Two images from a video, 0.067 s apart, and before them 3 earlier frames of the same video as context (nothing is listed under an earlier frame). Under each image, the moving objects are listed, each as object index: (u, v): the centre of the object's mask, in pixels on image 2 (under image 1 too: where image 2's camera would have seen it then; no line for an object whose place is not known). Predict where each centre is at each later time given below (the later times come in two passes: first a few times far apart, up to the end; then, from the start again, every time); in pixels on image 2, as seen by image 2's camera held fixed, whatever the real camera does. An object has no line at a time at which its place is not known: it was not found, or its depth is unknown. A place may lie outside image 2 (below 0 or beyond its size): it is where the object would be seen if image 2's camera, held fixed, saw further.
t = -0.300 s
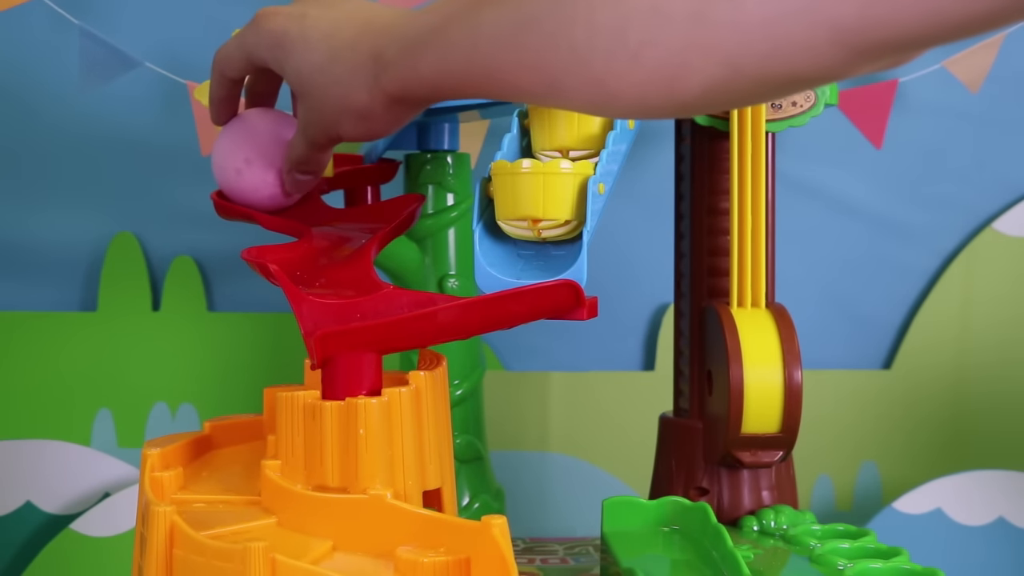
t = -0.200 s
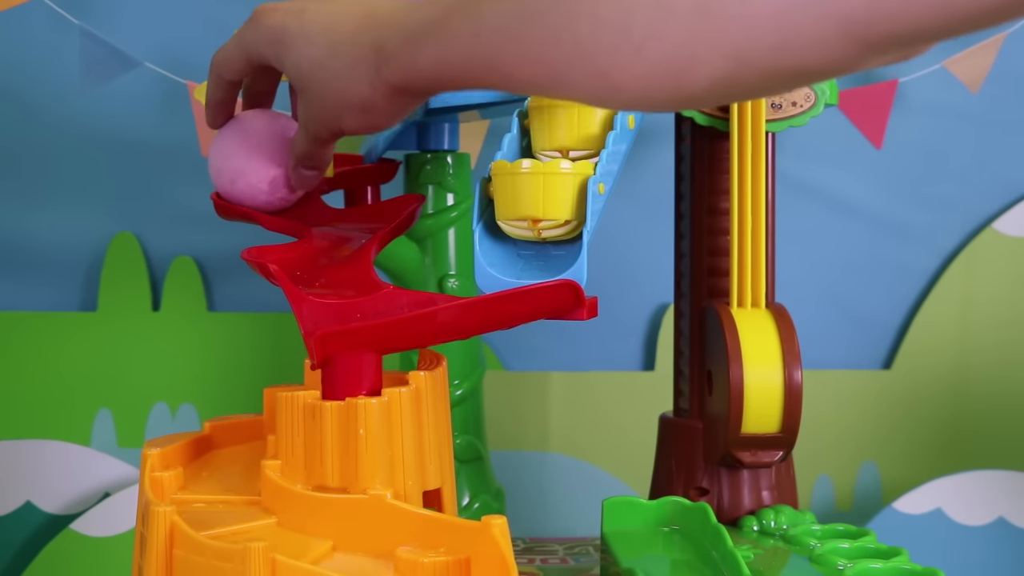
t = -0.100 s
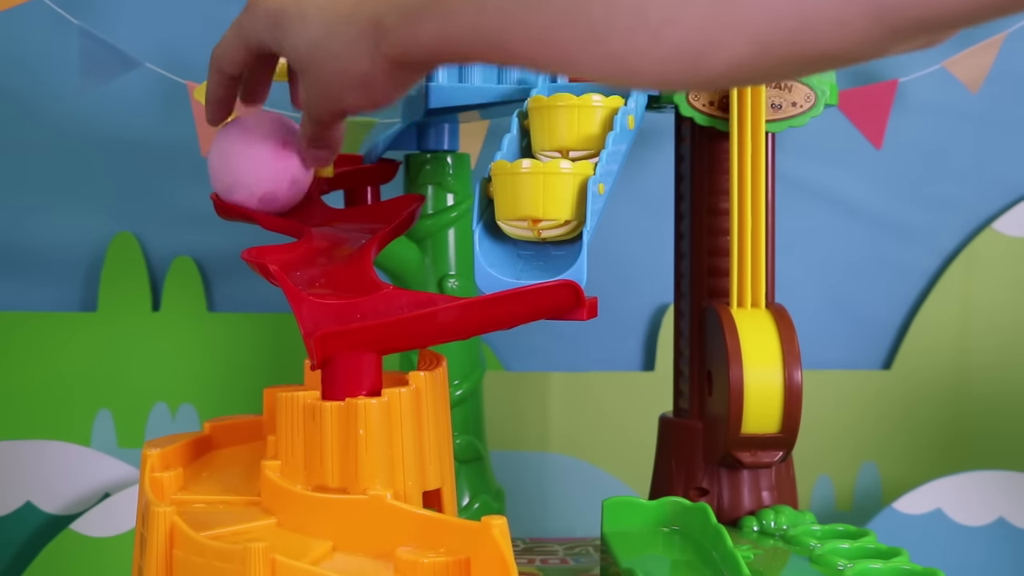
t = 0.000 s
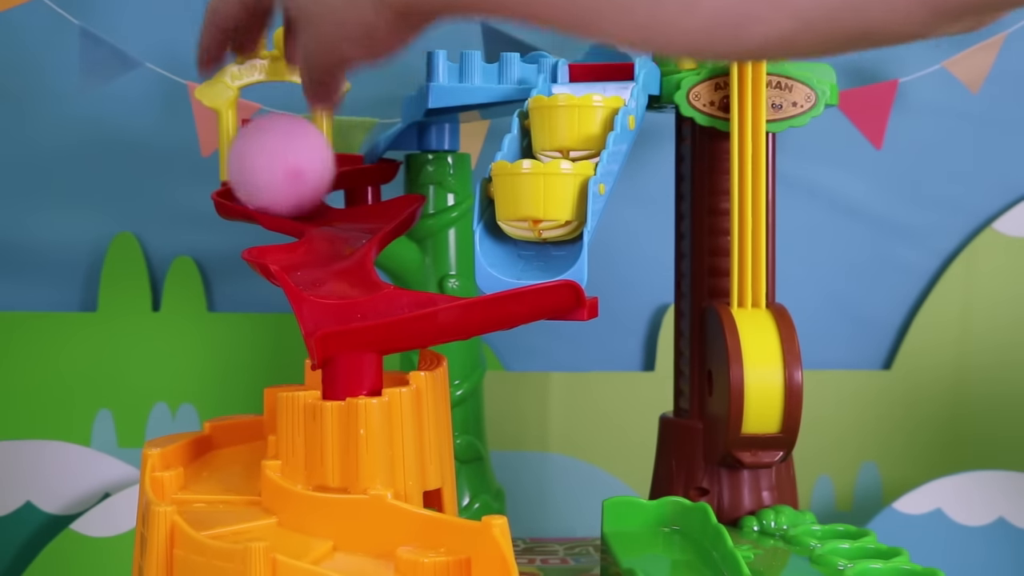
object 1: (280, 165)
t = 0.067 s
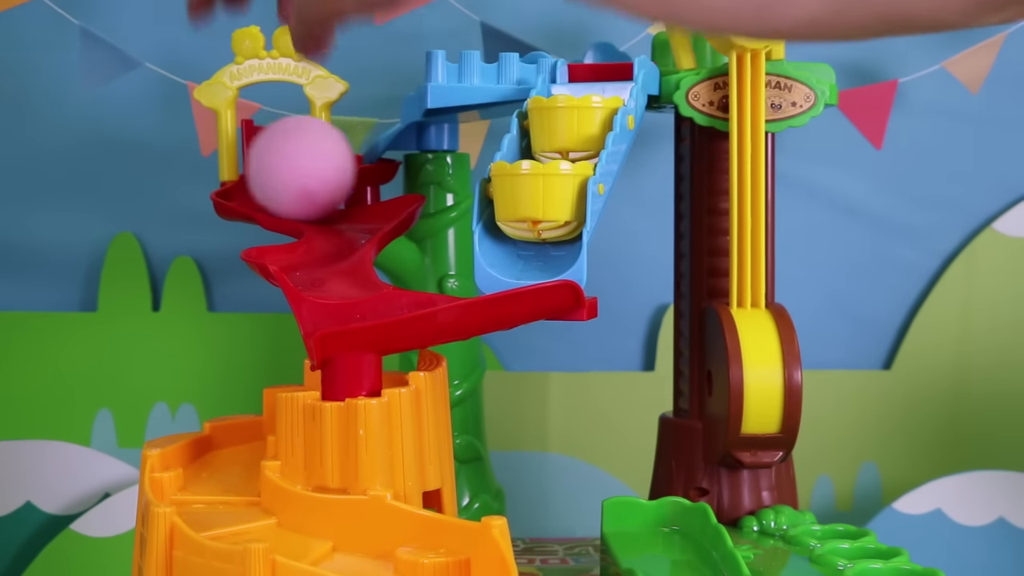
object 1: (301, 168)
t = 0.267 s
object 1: (366, 178)
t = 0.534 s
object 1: (306, 213)
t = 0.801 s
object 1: (360, 267)
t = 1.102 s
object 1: (252, 325)
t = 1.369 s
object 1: (241, 472)
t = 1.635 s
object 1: (445, 571)
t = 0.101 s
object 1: (313, 170)
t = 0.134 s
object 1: (327, 171)
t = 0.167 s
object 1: (341, 173)
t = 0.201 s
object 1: (354, 175)
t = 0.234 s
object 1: (364, 176)
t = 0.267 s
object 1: (366, 178)
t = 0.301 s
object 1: (357, 182)
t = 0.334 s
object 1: (345, 187)
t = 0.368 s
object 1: (334, 191)
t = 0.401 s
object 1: (325, 199)
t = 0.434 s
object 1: (312, 208)
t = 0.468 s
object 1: (298, 214)
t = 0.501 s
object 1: (299, 209)
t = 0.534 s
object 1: (306, 213)
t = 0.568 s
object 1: (319, 228)
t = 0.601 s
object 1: (334, 258)
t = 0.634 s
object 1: (348, 267)
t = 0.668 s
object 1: (359, 266)
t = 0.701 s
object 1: (366, 265)
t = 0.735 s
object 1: (368, 265)
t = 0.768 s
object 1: (366, 266)
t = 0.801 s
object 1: (360, 267)
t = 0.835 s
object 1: (353, 268)
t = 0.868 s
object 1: (346, 268)
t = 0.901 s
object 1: (337, 269)
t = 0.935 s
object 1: (327, 271)
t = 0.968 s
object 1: (315, 273)
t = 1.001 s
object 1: (303, 275)
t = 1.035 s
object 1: (289, 280)
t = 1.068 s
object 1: (272, 294)
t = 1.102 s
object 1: (252, 325)
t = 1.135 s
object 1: (221, 360)
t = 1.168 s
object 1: (189, 405)
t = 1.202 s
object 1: (177, 428)
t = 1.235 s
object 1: (179, 440)
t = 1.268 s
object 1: (188, 440)
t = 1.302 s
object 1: (201, 450)
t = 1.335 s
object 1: (218, 471)
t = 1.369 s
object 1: (241, 472)
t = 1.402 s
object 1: (263, 469)
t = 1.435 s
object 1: (285, 473)
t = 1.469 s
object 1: (309, 493)
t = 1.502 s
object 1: (339, 517)
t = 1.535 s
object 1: (366, 517)
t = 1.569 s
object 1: (394, 525)
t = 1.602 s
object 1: (424, 556)
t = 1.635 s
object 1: (445, 571)
